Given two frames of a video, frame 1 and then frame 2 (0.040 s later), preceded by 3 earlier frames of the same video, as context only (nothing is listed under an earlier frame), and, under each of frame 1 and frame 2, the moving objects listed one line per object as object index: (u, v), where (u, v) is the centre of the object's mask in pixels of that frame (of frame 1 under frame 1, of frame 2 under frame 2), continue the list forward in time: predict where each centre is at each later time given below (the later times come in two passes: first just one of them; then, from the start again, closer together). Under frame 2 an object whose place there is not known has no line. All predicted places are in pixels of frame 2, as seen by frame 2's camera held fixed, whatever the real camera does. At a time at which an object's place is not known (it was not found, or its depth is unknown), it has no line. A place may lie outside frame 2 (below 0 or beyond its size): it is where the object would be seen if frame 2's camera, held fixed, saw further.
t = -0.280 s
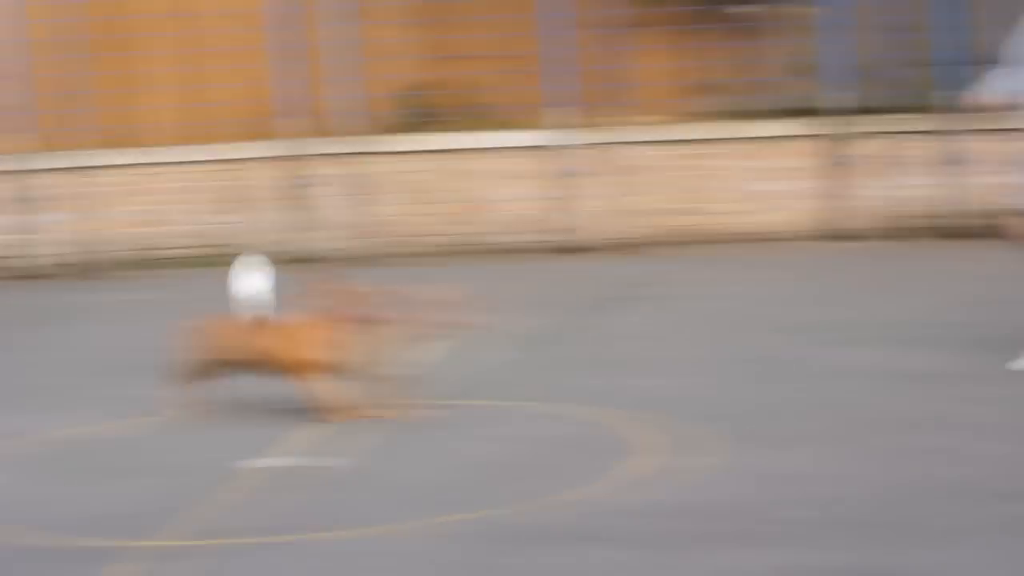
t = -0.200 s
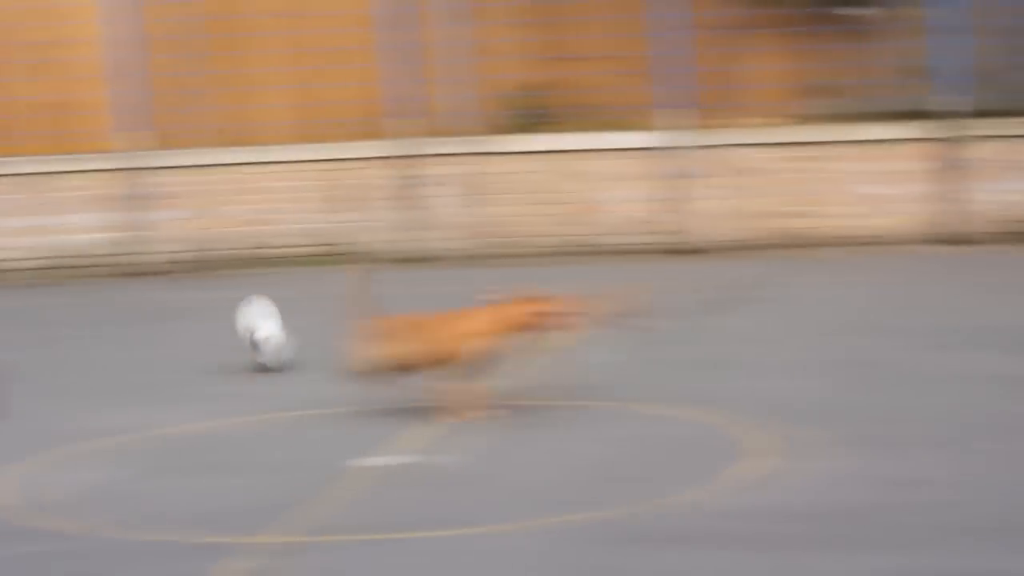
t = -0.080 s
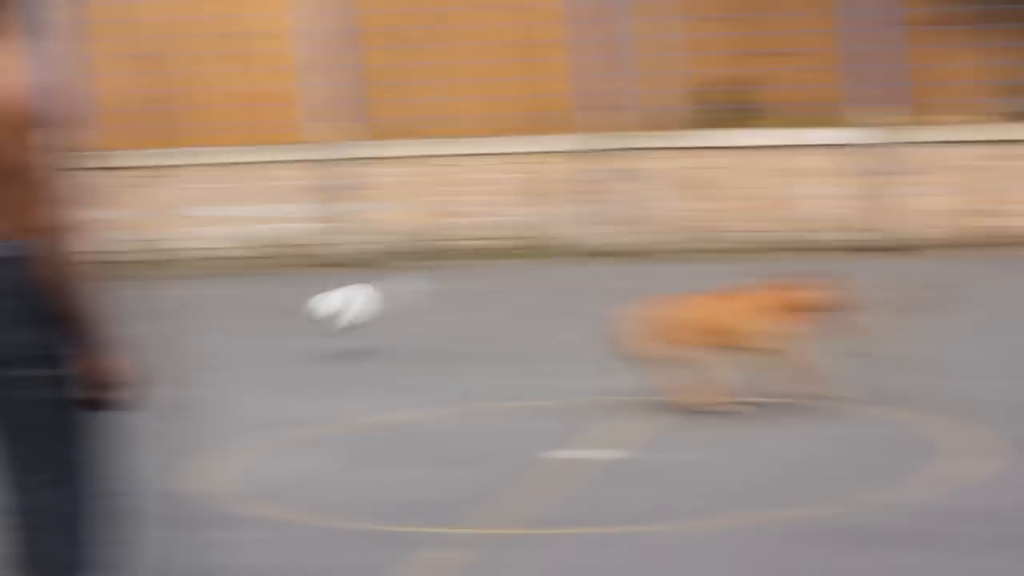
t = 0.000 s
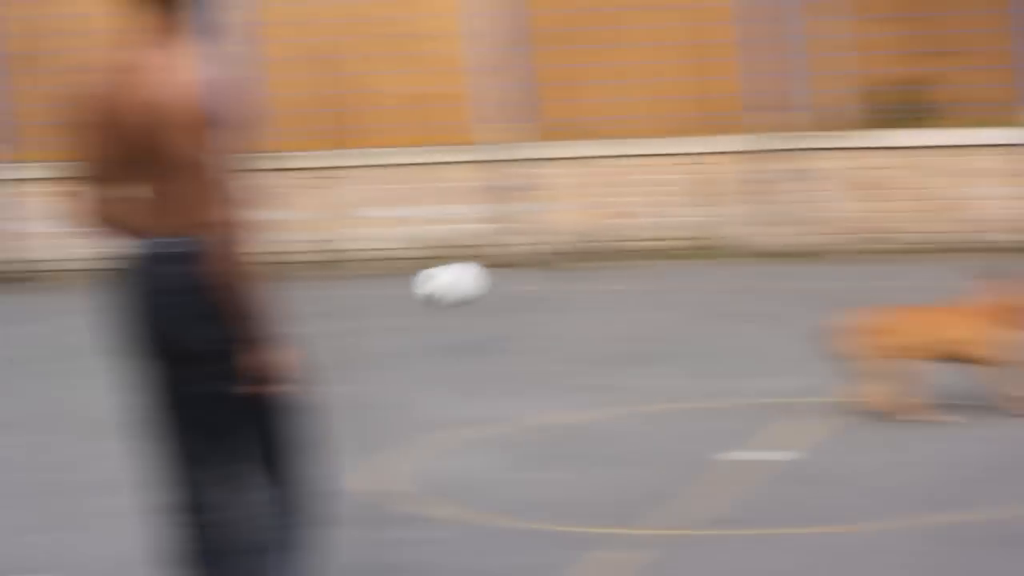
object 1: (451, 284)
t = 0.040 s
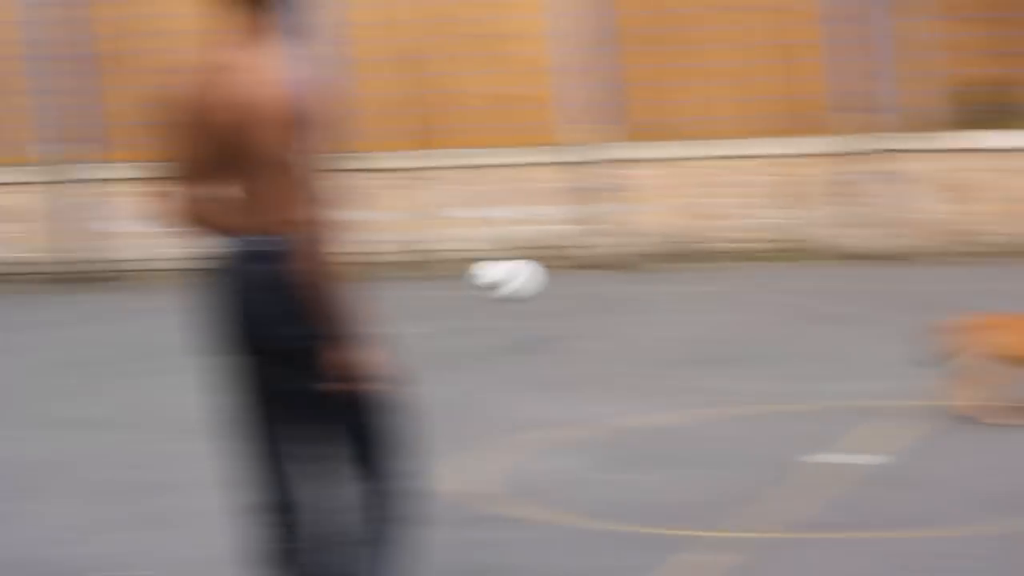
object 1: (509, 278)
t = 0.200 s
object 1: (419, 283)
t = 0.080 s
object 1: (482, 275)
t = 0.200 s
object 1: (419, 283)
